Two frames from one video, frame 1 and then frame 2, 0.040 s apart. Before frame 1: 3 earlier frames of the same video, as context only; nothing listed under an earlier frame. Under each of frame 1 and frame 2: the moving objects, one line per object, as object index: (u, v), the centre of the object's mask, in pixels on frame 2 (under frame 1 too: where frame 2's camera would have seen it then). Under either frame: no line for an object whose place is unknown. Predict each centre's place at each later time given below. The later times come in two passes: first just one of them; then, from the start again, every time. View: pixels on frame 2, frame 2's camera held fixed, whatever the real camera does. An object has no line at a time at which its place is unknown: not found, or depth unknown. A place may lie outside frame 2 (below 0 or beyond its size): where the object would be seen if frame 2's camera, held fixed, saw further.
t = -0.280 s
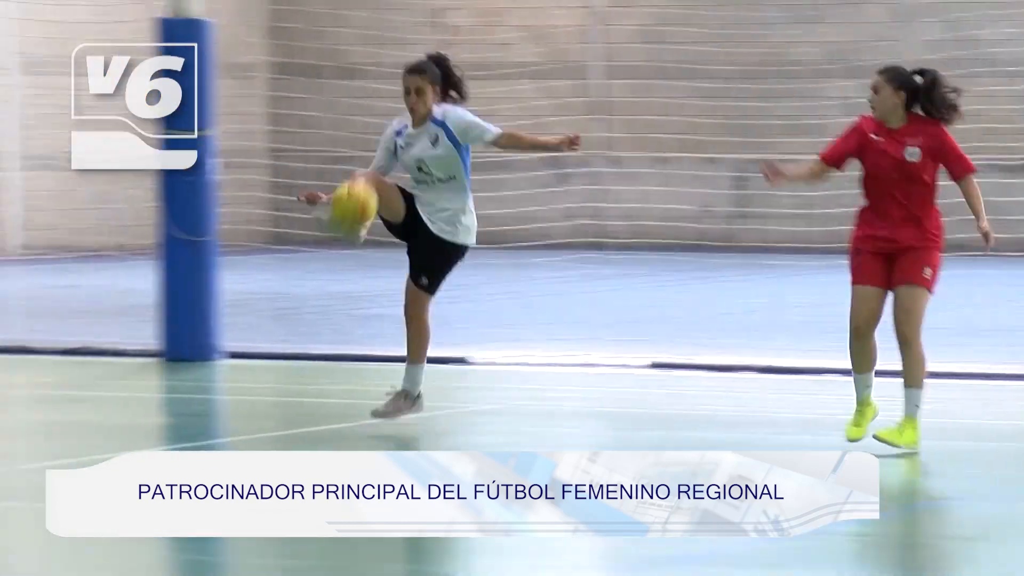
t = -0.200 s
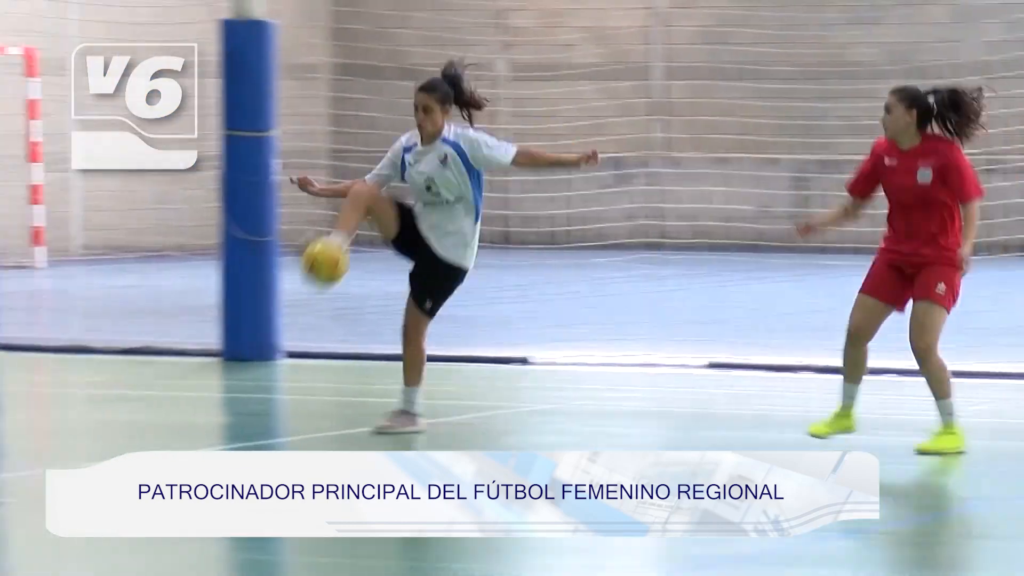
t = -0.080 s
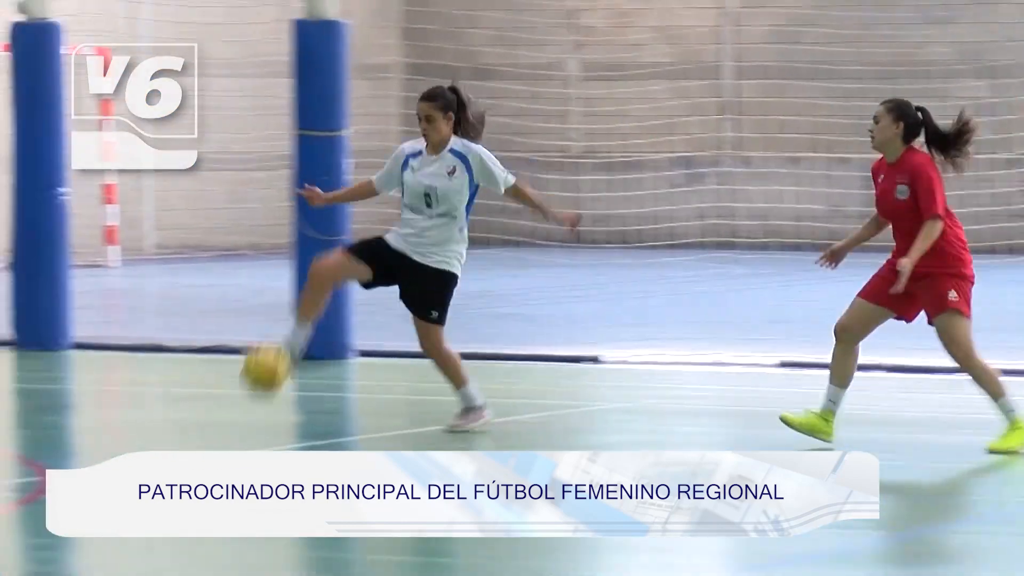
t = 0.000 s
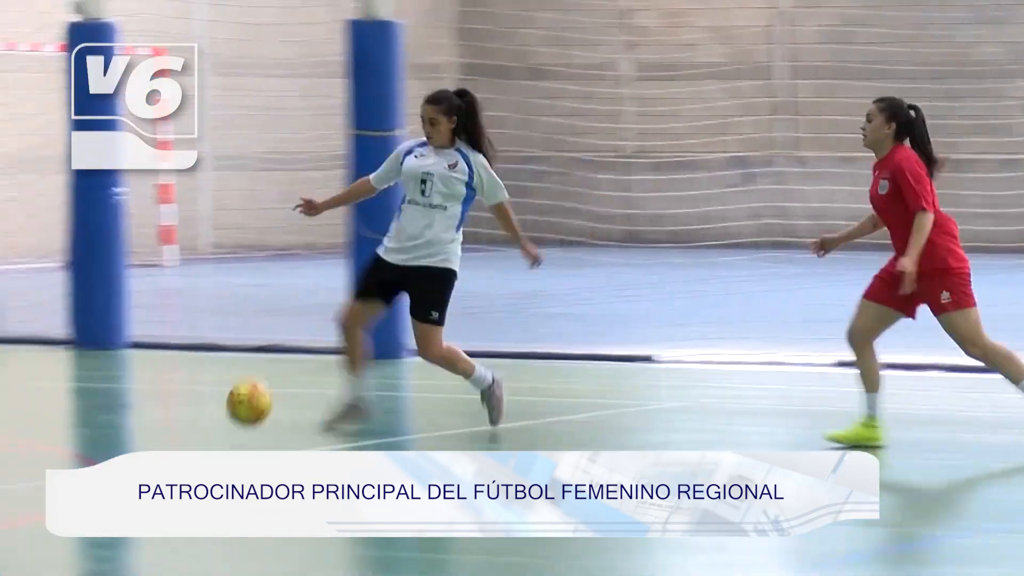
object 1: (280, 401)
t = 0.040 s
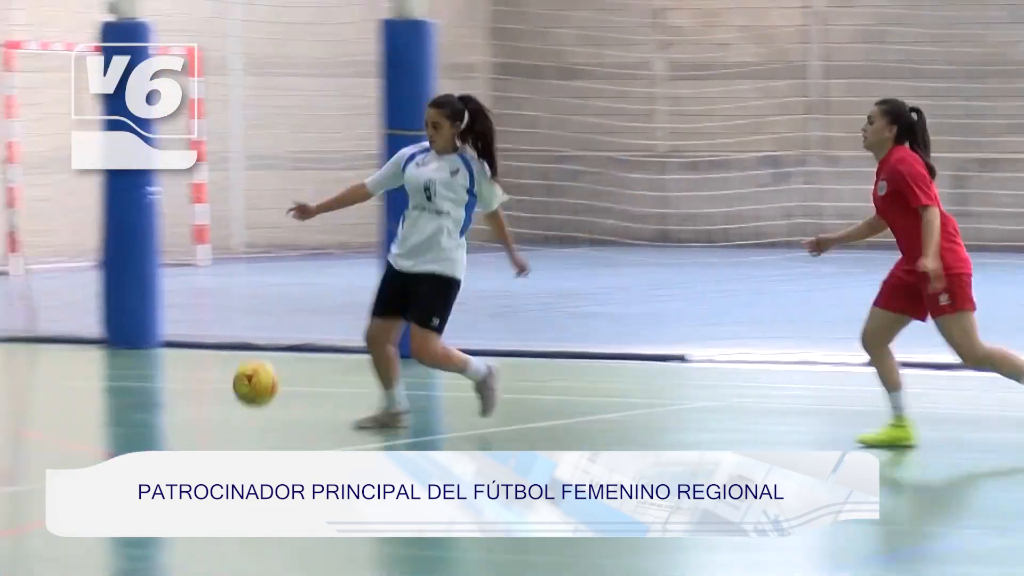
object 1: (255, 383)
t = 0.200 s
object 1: (155, 341)
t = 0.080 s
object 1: (230, 367)
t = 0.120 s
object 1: (206, 355)
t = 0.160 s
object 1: (181, 347)
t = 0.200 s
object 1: (155, 341)
